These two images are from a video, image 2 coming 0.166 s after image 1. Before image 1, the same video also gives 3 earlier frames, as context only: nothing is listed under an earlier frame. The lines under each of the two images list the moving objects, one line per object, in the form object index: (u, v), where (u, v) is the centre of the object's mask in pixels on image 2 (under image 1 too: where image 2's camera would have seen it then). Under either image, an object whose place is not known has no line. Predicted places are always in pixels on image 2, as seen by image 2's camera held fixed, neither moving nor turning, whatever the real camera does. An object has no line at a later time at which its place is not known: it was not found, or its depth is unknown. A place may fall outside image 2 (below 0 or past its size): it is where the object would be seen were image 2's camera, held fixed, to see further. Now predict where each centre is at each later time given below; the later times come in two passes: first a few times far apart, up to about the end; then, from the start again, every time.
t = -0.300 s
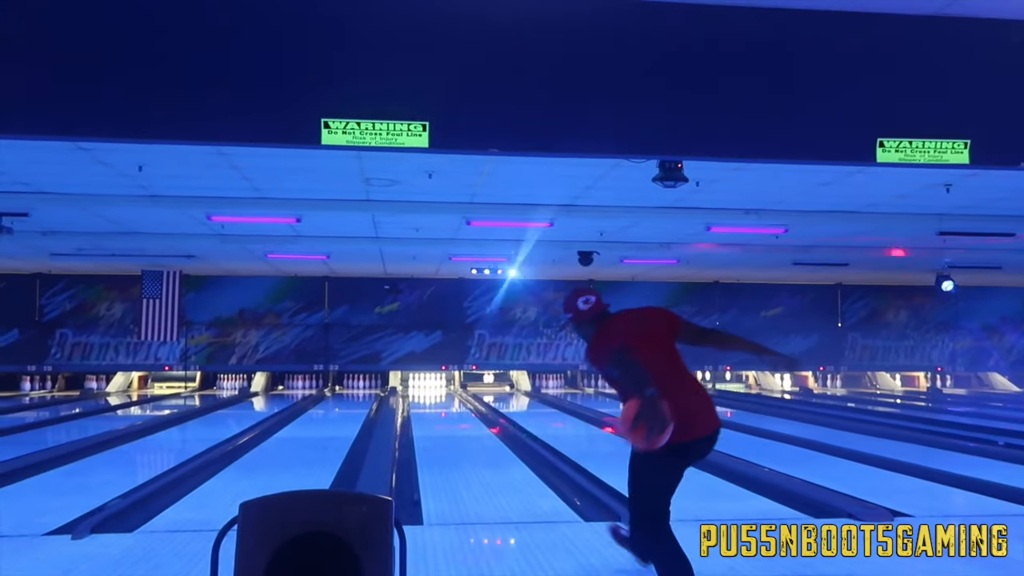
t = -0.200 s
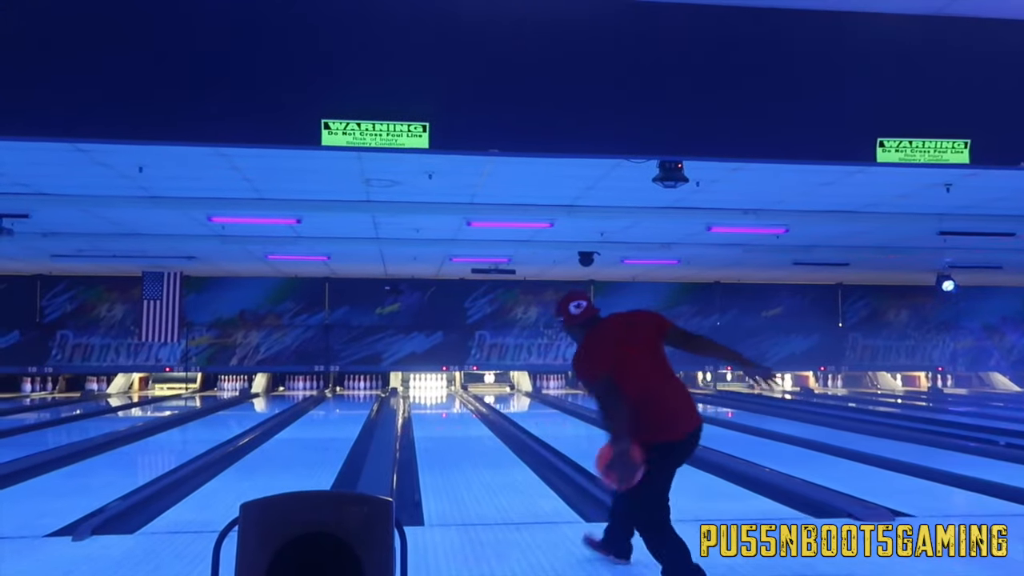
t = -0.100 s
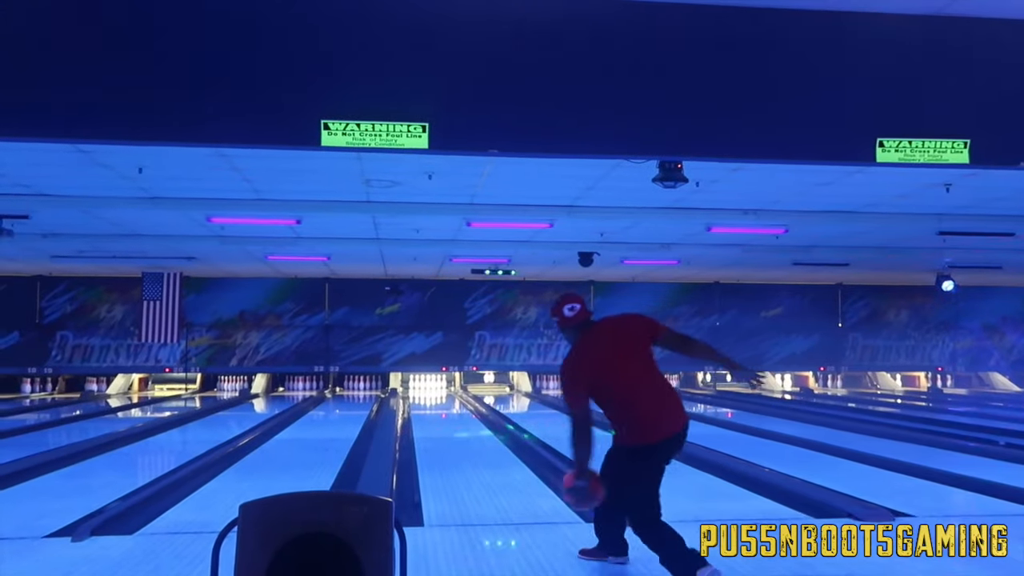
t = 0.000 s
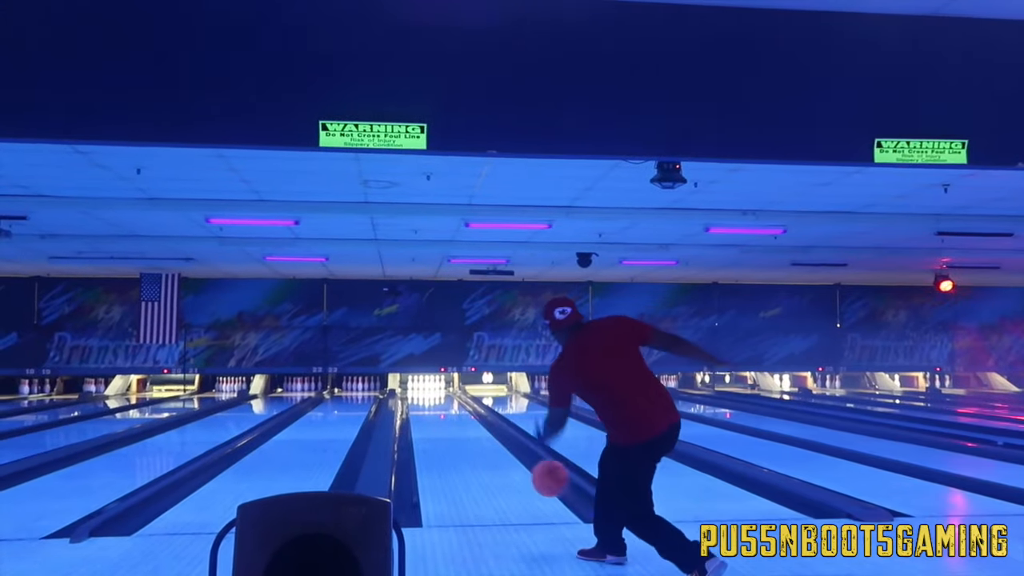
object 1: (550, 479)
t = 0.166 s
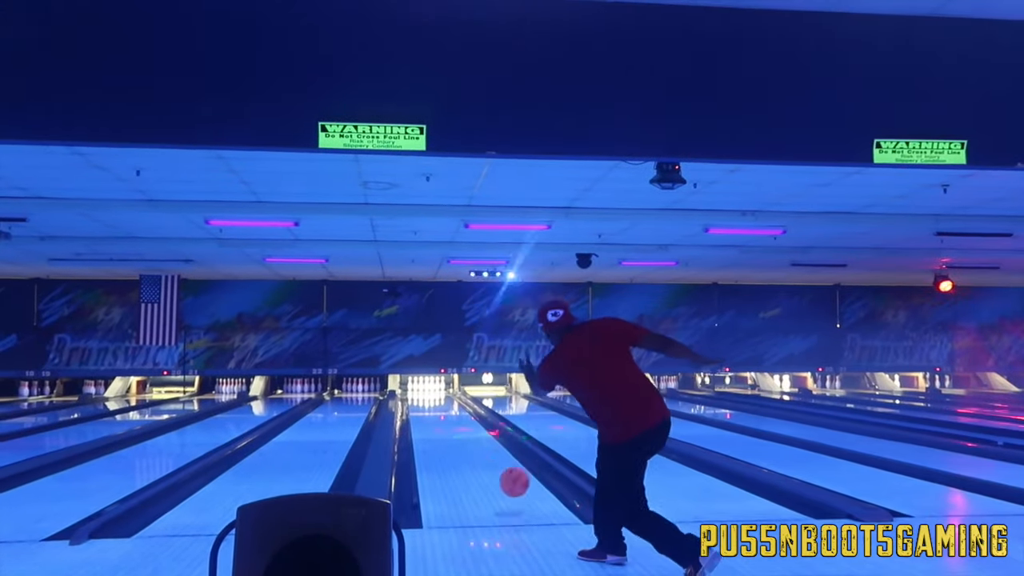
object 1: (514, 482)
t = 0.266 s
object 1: (500, 481)
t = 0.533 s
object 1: (472, 455)
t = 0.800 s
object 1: (455, 437)
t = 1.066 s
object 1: (445, 424)
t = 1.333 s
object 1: (439, 416)
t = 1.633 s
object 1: (434, 408)
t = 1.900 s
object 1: (430, 404)
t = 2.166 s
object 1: (429, 399)
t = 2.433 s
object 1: (427, 393)
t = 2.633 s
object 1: (427, 392)
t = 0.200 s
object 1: (509, 487)
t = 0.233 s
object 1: (504, 487)
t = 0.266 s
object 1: (500, 481)
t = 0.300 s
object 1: (495, 477)
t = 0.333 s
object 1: (490, 475)
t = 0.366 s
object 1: (487, 471)
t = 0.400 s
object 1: (484, 468)
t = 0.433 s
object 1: (480, 464)
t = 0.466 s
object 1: (478, 461)
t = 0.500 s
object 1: (475, 458)
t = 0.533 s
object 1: (472, 455)
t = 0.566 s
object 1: (469, 453)
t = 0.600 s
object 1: (467, 450)
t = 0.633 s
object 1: (465, 448)
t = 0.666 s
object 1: (462, 445)
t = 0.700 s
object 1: (461, 443)
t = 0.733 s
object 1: (459, 441)
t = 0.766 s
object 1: (457, 439)
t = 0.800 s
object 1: (455, 437)
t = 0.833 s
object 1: (454, 436)
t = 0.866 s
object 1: (453, 434)
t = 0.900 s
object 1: (452, 432)
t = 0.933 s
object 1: (450, 430)
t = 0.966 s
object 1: (449, 429)
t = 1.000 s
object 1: (447, 427)
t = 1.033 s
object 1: (446, 426)
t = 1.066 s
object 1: (445, 424)
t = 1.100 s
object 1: (444, 423)
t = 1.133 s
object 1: (444, 422)
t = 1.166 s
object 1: (442, 421)
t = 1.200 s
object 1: (442, 420)
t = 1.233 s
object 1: (441, 418)
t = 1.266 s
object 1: (440, 417)
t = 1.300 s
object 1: (440, 417)
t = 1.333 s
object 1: (439, 416)
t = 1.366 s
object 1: (438, 414)
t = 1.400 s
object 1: (437, 413)
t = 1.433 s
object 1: (437, 412)
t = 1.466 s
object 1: (436, 411)
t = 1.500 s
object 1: (435, 411)
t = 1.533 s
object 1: (435, 409)
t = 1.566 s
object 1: (434, 409)
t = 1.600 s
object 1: (434, 408)
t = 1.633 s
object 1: (434, 408)
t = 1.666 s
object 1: (433, 407)
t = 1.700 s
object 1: (433, 407)
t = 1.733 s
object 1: (431, 405)
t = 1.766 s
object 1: (431, 405)
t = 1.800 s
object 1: (431, 405)
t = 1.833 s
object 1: (431, 405)
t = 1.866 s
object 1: (430, 404)
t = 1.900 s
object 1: (430, 404)
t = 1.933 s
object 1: (430, 402)
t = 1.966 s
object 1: (430, 402)
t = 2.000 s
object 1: (430, 401)
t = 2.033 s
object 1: (430, 400)
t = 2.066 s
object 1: (429, 400)
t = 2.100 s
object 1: (429, 400)
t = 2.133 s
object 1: (429, 399)
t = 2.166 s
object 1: (429, 399)
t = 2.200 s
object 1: (428, 398)
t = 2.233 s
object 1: (428, 398)
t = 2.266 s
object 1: (428, 395)
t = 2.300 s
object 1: (428, 395)
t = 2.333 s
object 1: (428, 395)
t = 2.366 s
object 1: (427, 395)
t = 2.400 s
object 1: (427, 394)
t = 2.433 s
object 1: (427, 393)
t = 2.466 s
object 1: (427, 393)
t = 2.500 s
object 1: (428, 392)
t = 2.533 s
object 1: (428, 392)
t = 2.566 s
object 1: (428, 392)
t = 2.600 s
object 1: (427, 392)
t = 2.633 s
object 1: (427, 392)
